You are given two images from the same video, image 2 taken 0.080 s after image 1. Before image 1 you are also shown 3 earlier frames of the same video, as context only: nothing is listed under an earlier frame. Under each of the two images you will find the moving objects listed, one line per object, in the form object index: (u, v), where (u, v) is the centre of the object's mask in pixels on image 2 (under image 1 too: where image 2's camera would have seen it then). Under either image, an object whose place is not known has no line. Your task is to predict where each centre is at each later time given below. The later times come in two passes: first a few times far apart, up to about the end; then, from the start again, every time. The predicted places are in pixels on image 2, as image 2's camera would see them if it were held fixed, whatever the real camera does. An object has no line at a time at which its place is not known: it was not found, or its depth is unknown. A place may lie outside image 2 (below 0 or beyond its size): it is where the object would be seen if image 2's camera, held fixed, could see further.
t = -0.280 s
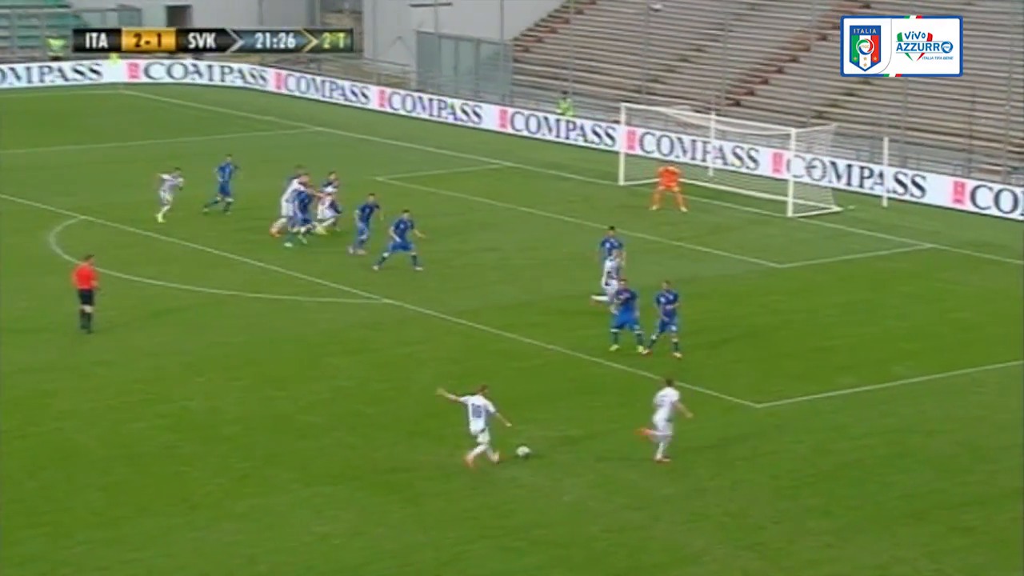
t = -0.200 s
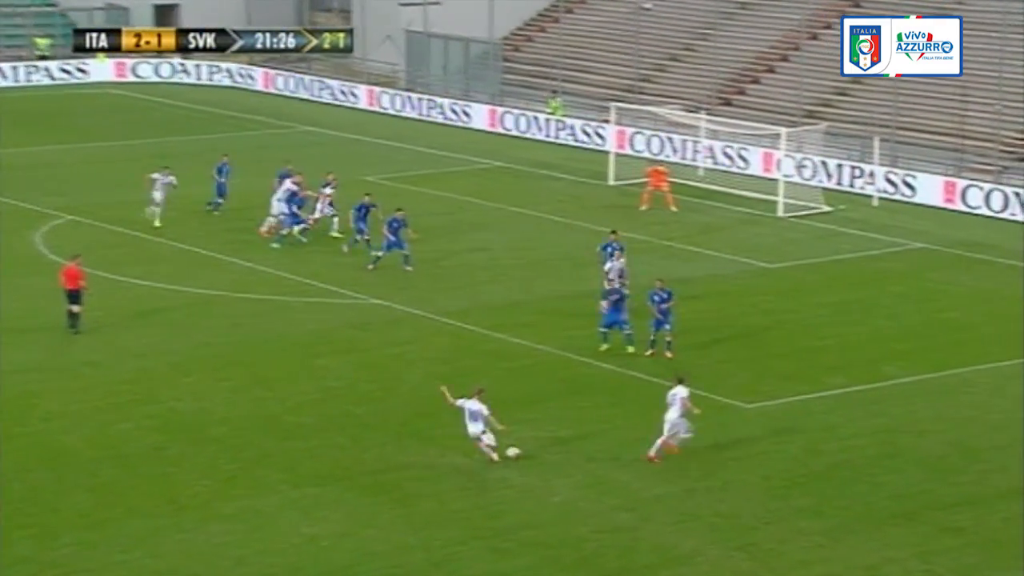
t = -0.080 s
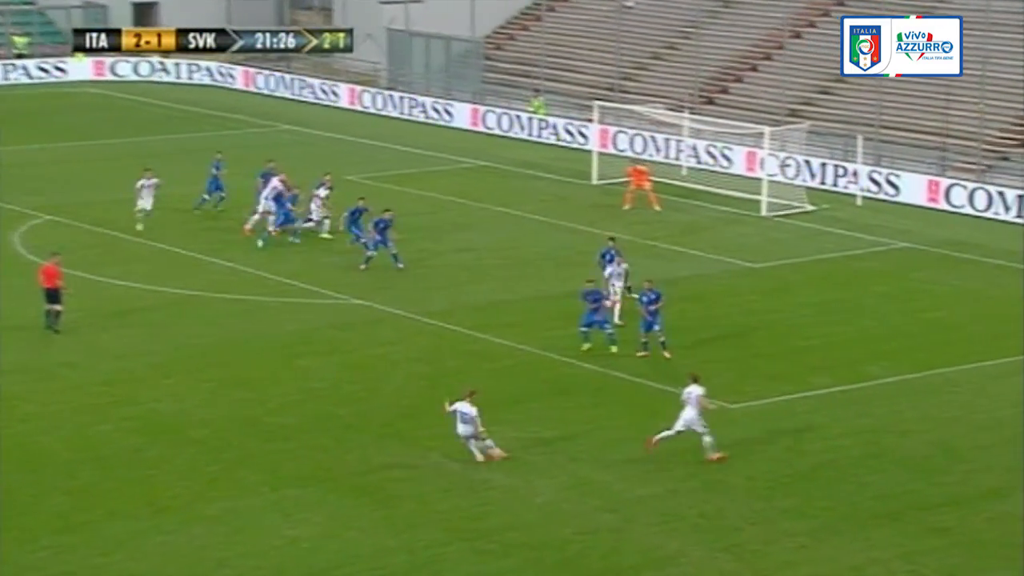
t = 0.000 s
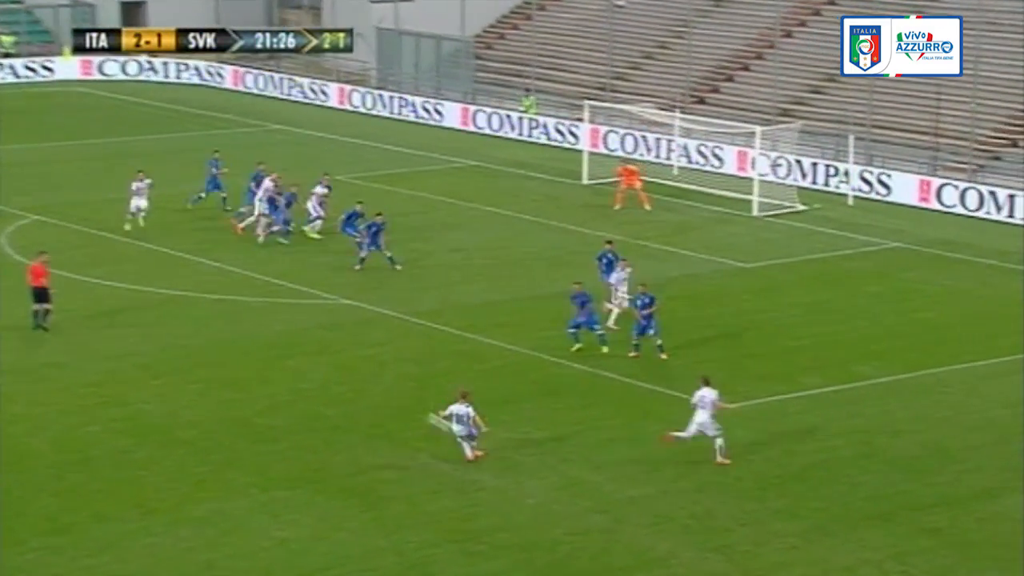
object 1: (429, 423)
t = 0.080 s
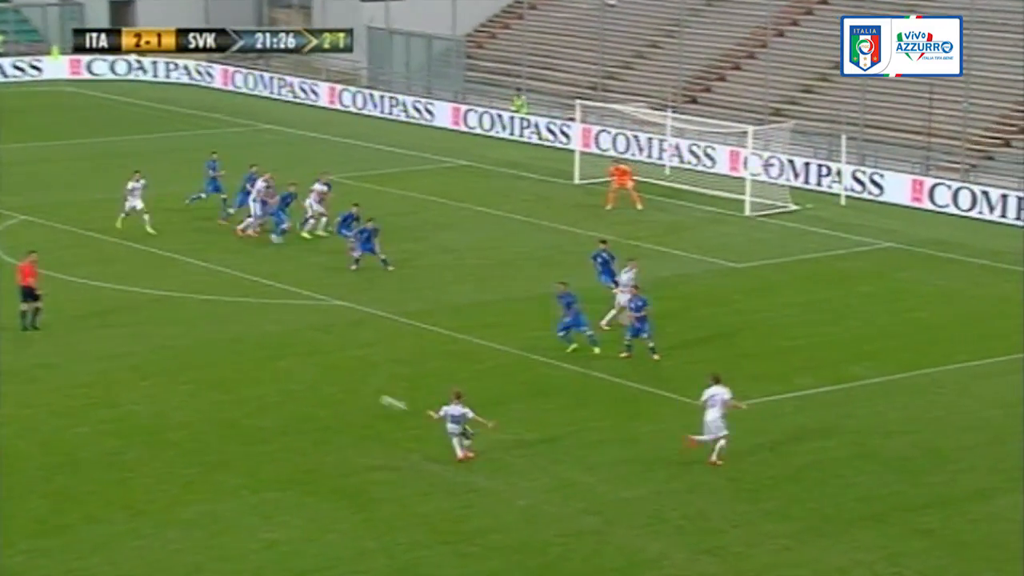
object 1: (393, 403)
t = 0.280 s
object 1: (304, 370)
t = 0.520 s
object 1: (215, 332)
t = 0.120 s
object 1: (376, 395)
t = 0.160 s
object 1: (357, 388)
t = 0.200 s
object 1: (339, 383)
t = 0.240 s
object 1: (322, 377)
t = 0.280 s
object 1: (304, 370)
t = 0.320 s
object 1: (289, 362)
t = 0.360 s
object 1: (274, 353)
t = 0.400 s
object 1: (260, 346)
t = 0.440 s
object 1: (245, 340)
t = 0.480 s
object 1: (230, 335)
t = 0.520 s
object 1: (215, 332)
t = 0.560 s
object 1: (201, 329)
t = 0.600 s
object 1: (187, 324)
